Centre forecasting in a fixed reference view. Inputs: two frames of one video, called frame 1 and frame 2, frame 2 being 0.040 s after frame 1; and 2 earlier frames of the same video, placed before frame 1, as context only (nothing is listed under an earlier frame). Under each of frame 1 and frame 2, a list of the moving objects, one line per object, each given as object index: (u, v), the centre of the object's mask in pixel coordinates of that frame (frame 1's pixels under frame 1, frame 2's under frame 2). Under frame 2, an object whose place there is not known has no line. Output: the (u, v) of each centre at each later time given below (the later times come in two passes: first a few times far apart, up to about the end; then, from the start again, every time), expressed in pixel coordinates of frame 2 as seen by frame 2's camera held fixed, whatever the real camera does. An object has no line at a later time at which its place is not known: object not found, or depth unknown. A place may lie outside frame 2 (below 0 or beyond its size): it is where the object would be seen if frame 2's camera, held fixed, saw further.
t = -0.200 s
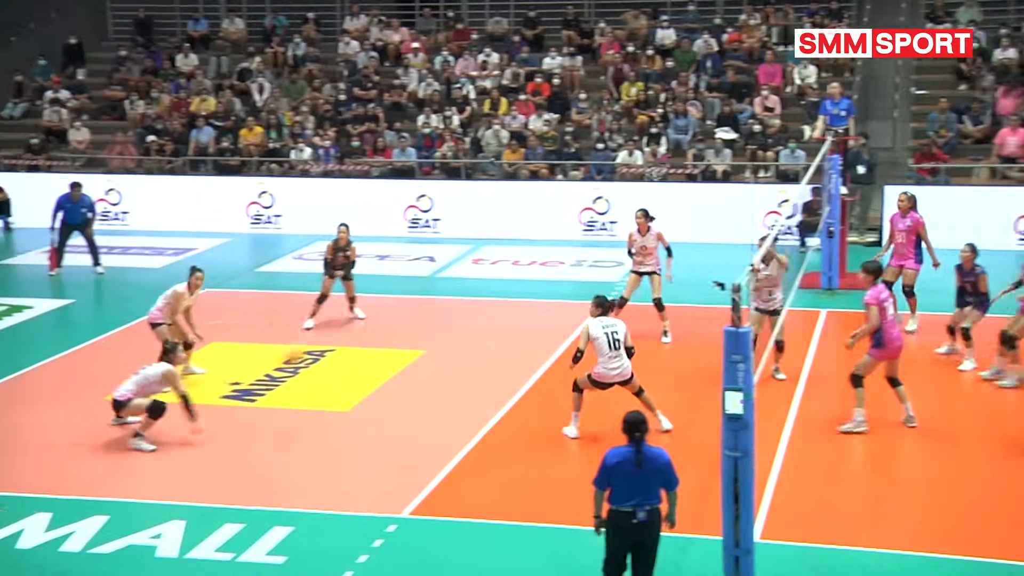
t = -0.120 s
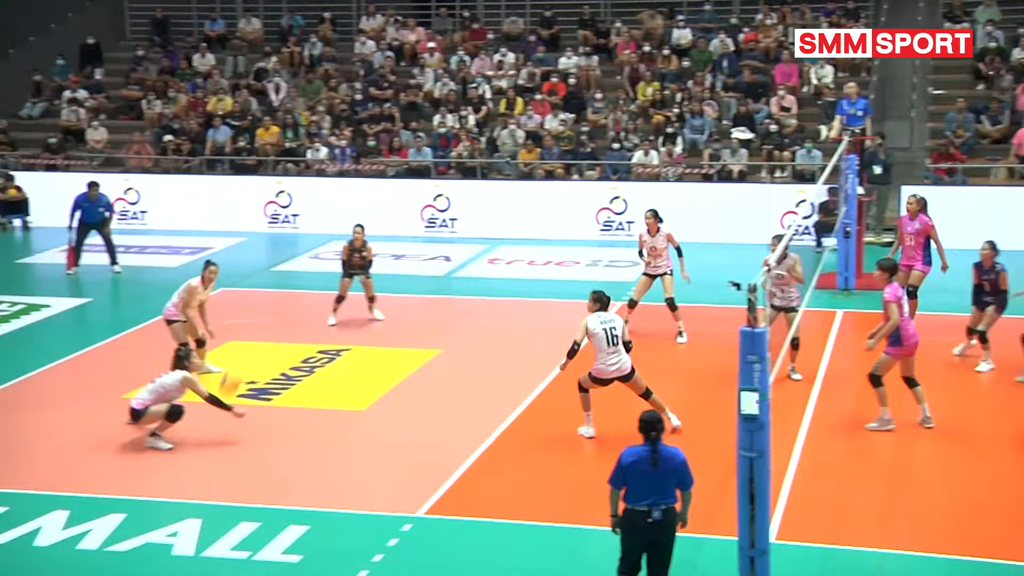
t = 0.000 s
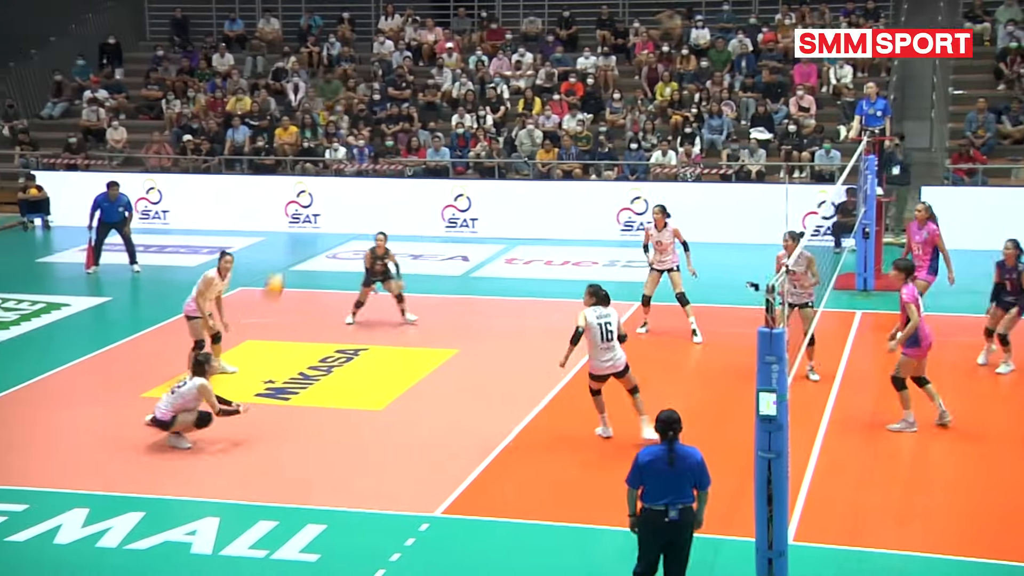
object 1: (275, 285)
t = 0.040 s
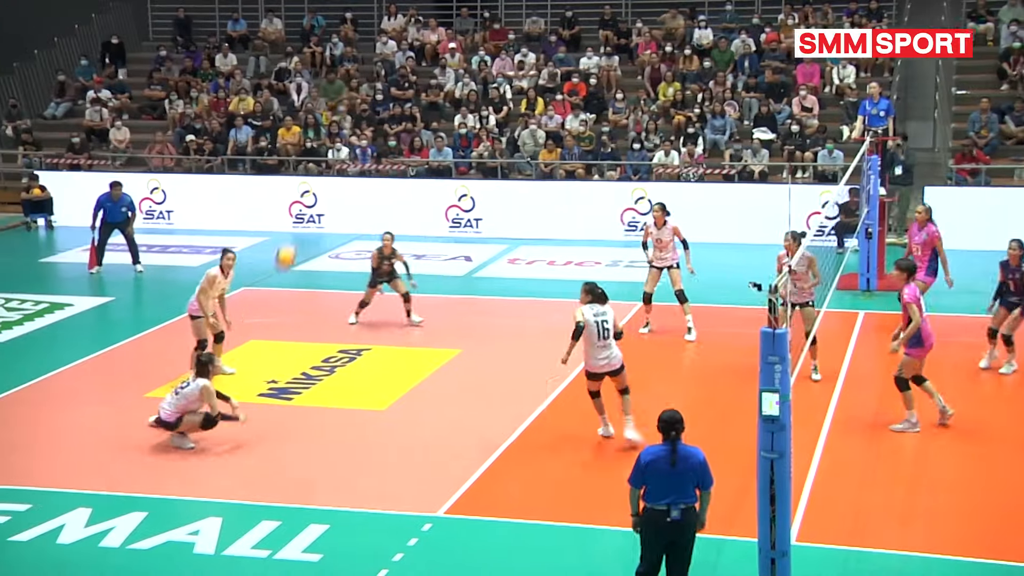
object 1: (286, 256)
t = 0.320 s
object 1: (339, 103)
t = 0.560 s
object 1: (380, 36)
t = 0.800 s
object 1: (423, 22)
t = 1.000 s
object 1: (458, 54)
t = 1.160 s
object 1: (487, 105)
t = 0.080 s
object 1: (293, 231)
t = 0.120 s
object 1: (301, 205)
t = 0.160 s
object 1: (309, 181)
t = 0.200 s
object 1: (316, 160)
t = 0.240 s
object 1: (323, 139)
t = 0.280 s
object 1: (332, 120)
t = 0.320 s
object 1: (339, 103)
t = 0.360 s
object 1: (346, 89)
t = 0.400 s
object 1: (353, 75)
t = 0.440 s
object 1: (360, 63)
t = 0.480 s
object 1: (366, 52)
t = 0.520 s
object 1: (373, 44)
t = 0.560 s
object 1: (380, 36)
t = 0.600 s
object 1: (388, 28)
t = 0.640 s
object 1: (395, 23)
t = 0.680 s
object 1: (402, 21)
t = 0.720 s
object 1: (410, 20)
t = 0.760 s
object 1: (416, 21)
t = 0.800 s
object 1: (423, 22)
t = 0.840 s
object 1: (430, 25)
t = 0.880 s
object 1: (438, 30)
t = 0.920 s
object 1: (445, 35)
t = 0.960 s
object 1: (453, 44)
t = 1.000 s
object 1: (458, 54)
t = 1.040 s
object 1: (466, 65)
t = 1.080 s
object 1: (473, 76)
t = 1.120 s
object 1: (481, 91)
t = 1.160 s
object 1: (487, 105)
